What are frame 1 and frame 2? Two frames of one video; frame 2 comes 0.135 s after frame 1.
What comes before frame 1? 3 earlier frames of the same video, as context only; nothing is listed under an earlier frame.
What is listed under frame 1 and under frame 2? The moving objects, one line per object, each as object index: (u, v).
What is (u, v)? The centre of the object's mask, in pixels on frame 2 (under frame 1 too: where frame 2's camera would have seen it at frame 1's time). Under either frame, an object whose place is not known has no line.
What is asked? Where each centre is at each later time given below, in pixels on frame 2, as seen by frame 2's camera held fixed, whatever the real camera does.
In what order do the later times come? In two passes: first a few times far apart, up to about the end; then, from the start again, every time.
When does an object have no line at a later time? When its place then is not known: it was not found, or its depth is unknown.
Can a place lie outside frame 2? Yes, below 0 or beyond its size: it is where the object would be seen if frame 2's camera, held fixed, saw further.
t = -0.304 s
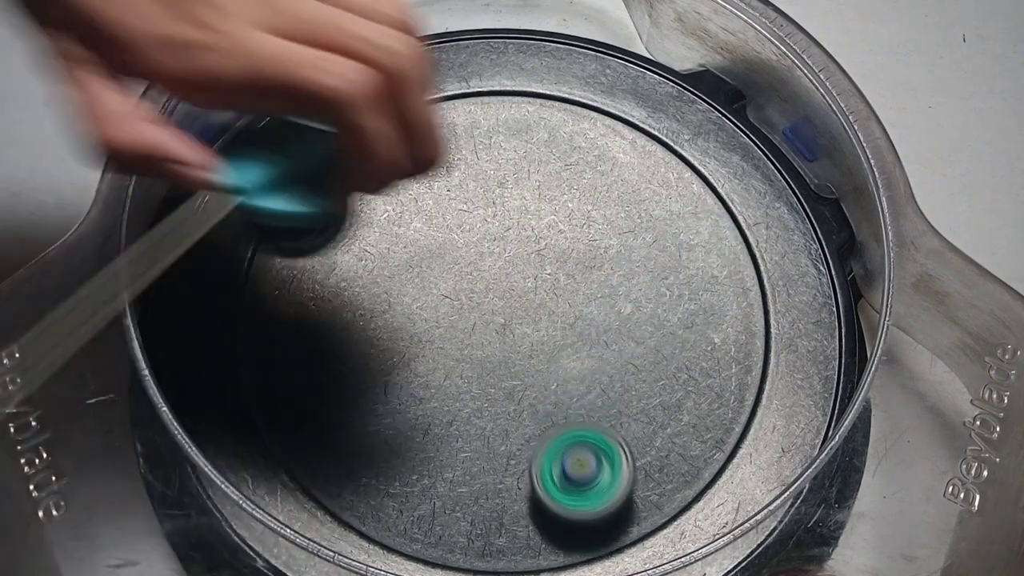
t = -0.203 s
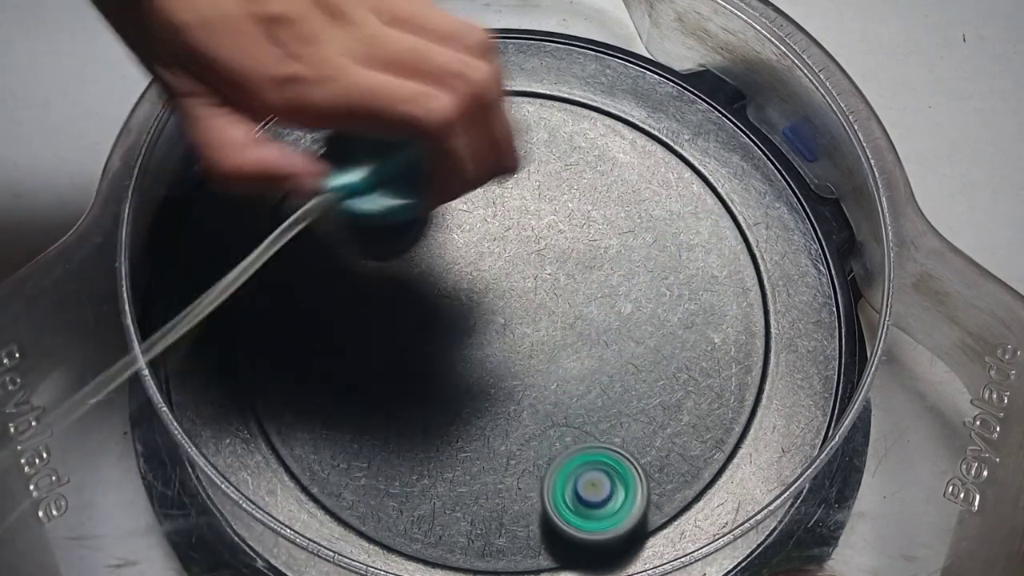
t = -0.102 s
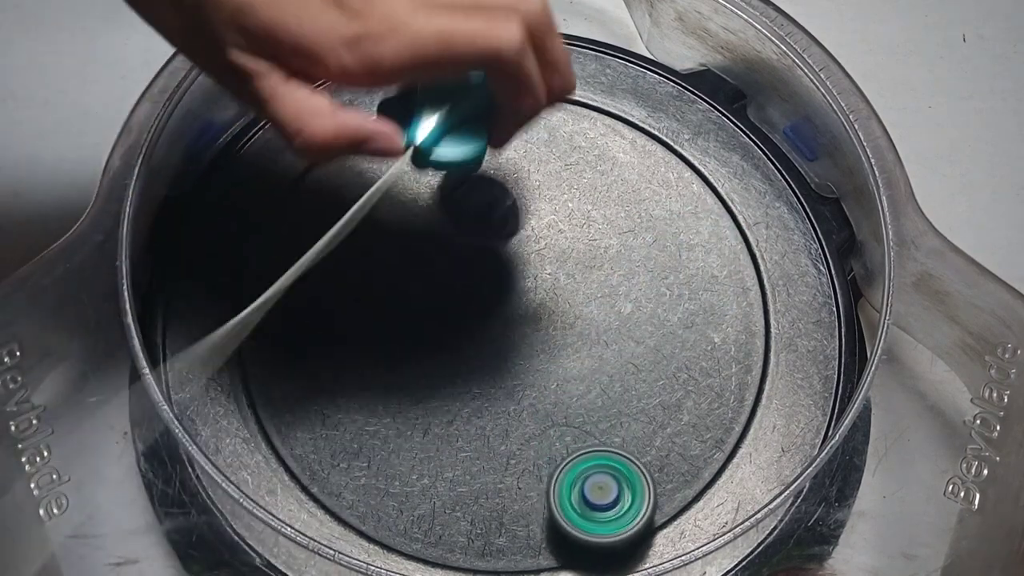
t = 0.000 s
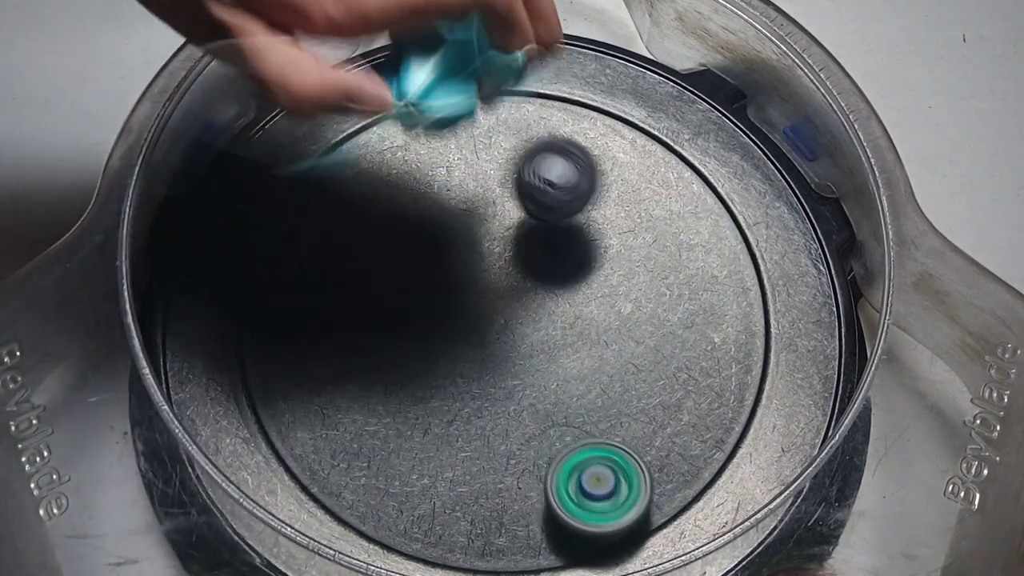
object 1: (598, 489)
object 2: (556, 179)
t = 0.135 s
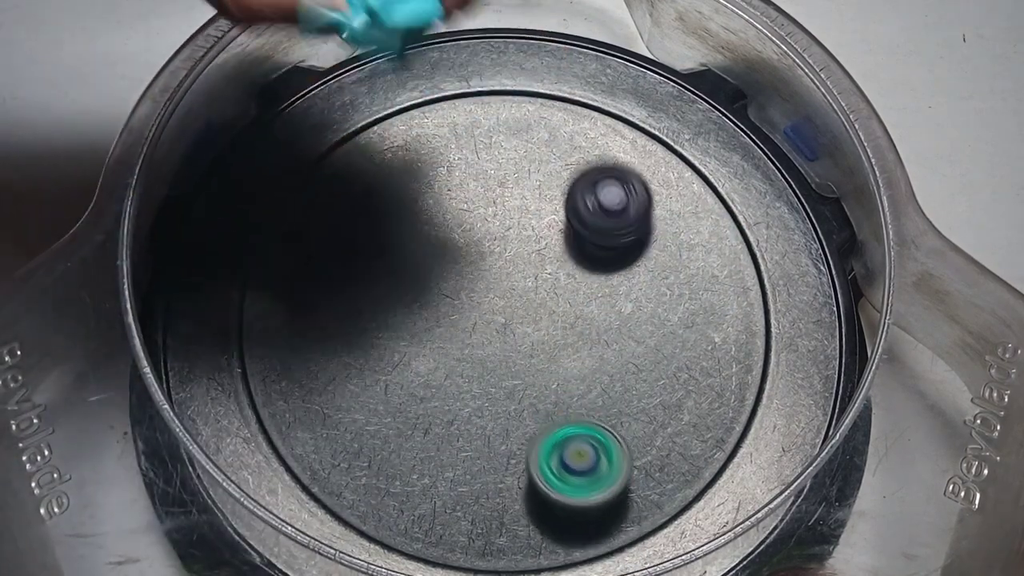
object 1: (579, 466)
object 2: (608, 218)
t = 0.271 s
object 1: (546, 436)
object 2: (602, 232)
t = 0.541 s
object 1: (403, 370)
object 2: (561, 228)
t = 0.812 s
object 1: (307, 391)
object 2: (541, 250)
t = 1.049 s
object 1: (341, 389)
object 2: (539, 283)
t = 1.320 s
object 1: (399, 314)
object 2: (548, 327)
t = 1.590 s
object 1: (401, 170)
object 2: (558, 352)
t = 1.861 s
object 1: (355, 149)
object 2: (553, 360)
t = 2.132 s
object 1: (398, 192)
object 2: (536, 368)
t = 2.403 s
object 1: (517, 228)
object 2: (513, 368)
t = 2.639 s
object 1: (641, 187)
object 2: (487, 362)
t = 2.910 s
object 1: (639, 159)
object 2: (457, 354)
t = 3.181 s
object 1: (595, 207)
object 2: (440, 343)
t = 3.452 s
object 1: (581, 330)
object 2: (438, 328)
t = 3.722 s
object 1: (638, 416)
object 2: (444, 303)
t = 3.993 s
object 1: (637, 405)
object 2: (452, 281)
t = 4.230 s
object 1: (578, 387)
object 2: (463, 263)
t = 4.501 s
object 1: (476, 379)
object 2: (478, 251)
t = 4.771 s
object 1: (391, 386)
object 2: (498, 255)
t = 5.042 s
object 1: (377, 379)
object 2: (527, 265)
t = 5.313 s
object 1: (396, 339)
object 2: (551, 276)
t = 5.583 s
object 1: (424, 263)
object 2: (569, 291)
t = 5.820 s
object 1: (424, 191)
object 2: (572, 307)
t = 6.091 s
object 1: (425, 179)
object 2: (562, 333)
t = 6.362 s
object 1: (461, 201)
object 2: (547, 356)
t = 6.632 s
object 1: (539, 240)
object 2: (530, 371)
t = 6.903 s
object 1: (629, 244)
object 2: (509, 371)
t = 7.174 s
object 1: (637, 248)
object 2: (481, 359)
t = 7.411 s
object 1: (615, 273)
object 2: (458, 347)
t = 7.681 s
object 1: (564, 333)
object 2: (443, 332)
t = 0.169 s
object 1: (572, 459)
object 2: (612, 220)
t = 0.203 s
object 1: (564, 451)
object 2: (613, 224)
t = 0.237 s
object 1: (556, 444)
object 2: (610, 228)
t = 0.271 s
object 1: (546, 436)
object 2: (602, 232)
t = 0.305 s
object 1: (534, 427)
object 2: (593, 234)
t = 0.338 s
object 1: (519, 418)
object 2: (584, 235)
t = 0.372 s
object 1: (502, 411)
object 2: (577, 235)
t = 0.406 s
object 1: (485, 402)
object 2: (572, 234)
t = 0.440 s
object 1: (466, 392)
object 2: (569, 231)
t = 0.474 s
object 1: (446, 384)
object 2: (567, 229)
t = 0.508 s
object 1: (424, 376)
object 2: (564, 228)
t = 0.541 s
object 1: (403, 370)
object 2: (561, 228)
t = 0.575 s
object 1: (381, 369)
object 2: (558, 228)
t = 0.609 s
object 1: (362, 368)
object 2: (555, 229)
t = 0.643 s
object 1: (345, 369)
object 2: (552, 231)
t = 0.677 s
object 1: (330, 371)
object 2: (549, 233)
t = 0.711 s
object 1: (319, 376)
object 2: (546, 236)
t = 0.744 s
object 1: (311, 382)
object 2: (544, 240)
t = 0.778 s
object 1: (309, 386)
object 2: (543, 245)
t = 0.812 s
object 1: (307, 391)
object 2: (541, 250)
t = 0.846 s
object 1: (309, 394)
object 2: (540, 254)
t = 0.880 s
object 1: (311, 396)
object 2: (540, 259)
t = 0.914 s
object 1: (315, 398)
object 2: (540, 264)
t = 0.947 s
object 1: (321, 398)
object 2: (540, 268)
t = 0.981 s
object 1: (328, 396)
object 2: (540, 273)
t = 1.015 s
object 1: (333, 394)
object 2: (539, 278)
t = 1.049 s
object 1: (341, 389)
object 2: (539, 283)
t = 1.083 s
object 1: (348, 384)
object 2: (540, 289)
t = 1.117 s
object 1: (356, 377)
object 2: (540, 294)
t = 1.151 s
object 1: (363, 369)
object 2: (541, 299)
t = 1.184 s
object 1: (370, 361)
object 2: (542, 305)
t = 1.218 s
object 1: (377, 353)
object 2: (543, 310)
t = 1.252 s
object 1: (384, 342)
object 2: (544, 316)
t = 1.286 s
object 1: (392, 329)
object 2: (546, 322)
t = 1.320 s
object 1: (399, 314)
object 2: (548, 327)
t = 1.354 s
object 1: (406, 298)
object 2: (549, 333)
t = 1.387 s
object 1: (412, 280)
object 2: (551, 337)
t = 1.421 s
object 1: (416, 261)
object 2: (553, 341)
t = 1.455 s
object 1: (418, 242)
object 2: (555, 344)
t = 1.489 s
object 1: (419, 222)
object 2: (556, 347)
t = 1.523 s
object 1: (416, 203)
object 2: (557, 349)
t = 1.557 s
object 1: (409, 184)
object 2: (558, 351)
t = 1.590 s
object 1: (401, 170)
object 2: (558, 352)
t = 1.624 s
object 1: (391, 159)
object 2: (558, 353)
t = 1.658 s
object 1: (381, 154)
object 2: (558, 354)
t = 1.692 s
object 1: (374, 148)
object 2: (558, 355)
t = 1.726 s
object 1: (367, 144)
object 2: (557, 356)
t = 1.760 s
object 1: (363, 144)
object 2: (556, 358)
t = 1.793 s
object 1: (359, 144)
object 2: (555, 358)
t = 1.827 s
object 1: (357, 146)
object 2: (554, 359)
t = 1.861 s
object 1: (355, 149)
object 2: (553, 360)
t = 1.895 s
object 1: (355, 154)
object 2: (551, 361)
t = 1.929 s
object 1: (358, 157)
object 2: (549, 362)
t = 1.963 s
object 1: (363, 162)
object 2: (547, 363)
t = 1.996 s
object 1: (367, 168)
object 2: (545, 365)
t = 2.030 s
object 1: (373, 172)
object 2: (543, 366)
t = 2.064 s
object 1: (380, 180)
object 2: (540, 367)
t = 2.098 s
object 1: (388, 186)
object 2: (538, 368)
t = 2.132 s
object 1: (398, 192)
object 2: (536, 368)
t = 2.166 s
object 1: (407, 198)
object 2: (534, 369)
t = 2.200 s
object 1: (417, 204)
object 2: (531, 369)
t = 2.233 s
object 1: (427, 208)
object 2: (528, 370)
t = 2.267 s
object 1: (441, 214)
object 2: (526, 370)
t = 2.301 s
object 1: (456, 219)
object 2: (523, 370)
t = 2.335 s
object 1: (474, 222)
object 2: (520, 370)
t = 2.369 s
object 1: (495, 226)
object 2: (517, 369)
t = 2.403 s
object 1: (517, 228)
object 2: (513, 368)
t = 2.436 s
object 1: (539, 229)
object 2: (510, 368)
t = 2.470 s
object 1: (560, 227)
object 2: (506, 368)
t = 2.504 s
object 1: (581, 223)
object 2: (503, 367)
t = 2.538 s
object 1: (601, 217)
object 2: (499, 366)
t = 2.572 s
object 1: (617, 208)
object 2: (496, 365)
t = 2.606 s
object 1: (630, 198)
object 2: (492, 363)
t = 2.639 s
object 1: (641, 187)
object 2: (487, 362)
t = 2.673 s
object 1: (646, 177)
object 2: (483, 361)
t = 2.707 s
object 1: (648, 170)
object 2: (479, 360)
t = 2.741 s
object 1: (648, 166)
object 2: (475, 359)
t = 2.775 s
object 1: (648, 162)
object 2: (471, 358)
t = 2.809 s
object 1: (646, 159)
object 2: (468, 357)
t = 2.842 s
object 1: (644, 158)
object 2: (464, 356)
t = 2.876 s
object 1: (642, 158)
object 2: (461, 355)
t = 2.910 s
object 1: (639, 159)
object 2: (457, 354)
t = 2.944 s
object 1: (635, 160)
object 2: (454, 352)
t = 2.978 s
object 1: (629, 163)
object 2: (451, 351)
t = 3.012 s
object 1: (623, 168)
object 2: (449, 350)
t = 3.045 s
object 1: (617, 173)
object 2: (447, 349)
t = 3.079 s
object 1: (612, 181)
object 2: (445, 347)
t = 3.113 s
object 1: (606, 189)
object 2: (443, 346)
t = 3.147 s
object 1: (600, 198)
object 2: (442, 344)
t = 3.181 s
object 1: (595, 207)
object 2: (440, 343)
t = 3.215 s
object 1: (591, 218)
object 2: (439, 341)
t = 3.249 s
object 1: (587, 229)
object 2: (438, 339)
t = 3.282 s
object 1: (583, 242)
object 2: (437, 337)
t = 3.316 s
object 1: (580, 257)
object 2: (437, 336)
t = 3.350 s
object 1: (579, 274)
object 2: (437, 334)
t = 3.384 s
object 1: (578, 292)
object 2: (437, 333)
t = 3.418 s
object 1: (579, 311)
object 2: (438, 330)
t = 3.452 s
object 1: (581, 330)
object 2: (438, 328)
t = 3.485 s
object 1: (586, 350)
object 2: (439, 325)
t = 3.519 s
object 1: (591, 367)
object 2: (439, 322)
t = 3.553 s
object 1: (598, 382)
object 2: (440, 319)
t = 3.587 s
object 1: (606, 395)
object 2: (441, 316)
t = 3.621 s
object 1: (617, 405)
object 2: (442, 313)
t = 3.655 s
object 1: (626, 411)
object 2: (442, 310)
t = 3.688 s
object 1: (633, 414)
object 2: (443, 306)
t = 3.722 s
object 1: (638, 416)
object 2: (444, 303)
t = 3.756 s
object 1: (643, 417)
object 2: (445, 300)
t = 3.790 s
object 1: (646, 417)
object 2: (446, 297)
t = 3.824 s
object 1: (648, 416)
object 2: (447, 294)
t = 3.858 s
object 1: (649, 414)
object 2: (447, 291)
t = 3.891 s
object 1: (649, 413)
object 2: (448, 289)
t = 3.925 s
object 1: (646, 411)
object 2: (449, 286)
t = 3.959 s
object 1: (642, 408)
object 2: (451, 284)
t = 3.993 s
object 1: (637, 405)
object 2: (452, 281)
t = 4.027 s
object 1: (630, 402)
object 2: (454, 278)
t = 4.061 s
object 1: (623, 399)
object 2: (455, 275)
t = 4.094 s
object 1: (615, 397)
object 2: (457, 273)
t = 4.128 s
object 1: (605, 394)
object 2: (458, 270)
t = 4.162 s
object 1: (597, 392)
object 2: (460, 268)
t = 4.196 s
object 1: (588, 389)
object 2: (462, 266)
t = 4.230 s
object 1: (578, 387)
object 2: (463, 263)
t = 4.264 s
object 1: (566, 385)
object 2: (465, 261)
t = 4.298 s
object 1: (556, 384)
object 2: (467, 259)
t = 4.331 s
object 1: (544, 383)
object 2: (469, 257)
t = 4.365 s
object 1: (531, 382)
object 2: (471, 256)
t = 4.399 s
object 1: (518, 381)
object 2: (473, 254)
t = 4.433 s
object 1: (505, 380)
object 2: (475, 252)
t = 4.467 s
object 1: (491, 379)
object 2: (476, 252)
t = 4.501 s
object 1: (476, 379)
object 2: (478, 251)
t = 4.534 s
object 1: (461, 378)
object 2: (479, 251)
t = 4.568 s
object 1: (447, 378)
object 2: (481, 251)
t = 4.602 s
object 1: (433, 378)
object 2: (483, 251)
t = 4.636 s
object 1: (422, 378)
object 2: (485, 251)
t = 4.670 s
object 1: (412, 379)
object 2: (488, 251)
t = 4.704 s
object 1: (403, 383)
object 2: (491, 252)
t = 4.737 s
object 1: (396, 385)
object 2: (494, 254)
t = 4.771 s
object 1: (391, 386)
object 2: (498, 255)
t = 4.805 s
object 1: (387, 388)
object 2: (501, 256)
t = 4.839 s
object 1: (384, 389)
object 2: (505, 258)
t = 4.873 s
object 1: (381, 389)
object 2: (509, 259)
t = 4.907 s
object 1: (380, 389)
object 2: (512, 260)
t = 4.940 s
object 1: (379, 387)
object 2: (516, 261)
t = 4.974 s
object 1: (378, 385)
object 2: (520, 263)
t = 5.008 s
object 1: (377, 383)
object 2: (524, 264)
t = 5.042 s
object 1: (377, 379)
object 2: (527, 265)
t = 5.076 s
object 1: (378, 376)
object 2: (531, 266)
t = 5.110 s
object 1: (379, 373)
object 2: (534, 267)
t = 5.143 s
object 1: (381, 367)
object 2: (537, 268)
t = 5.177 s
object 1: (384, 363)
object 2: (540, 269)
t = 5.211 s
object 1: (387, 357)
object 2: (543, 271)
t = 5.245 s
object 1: (390, 351)
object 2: (546, 273)
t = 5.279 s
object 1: (393, 346)
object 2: (549, 274)
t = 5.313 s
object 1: (396, 339)
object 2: (551, 276)
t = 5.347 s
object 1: (399, 332)
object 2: (554, 278)
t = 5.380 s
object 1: (403, 324)
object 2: (556, 279)
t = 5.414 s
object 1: (407, 316)
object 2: (558, 281)
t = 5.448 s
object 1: (411, 307)
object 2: (561, 283)
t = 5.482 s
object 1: (415, 297)
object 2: (563, 285)
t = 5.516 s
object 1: (419, 286)
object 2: (565, 287)
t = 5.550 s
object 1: (422, 274)
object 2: (567, 289)
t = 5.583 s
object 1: (424, 263)
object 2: (569, 291)
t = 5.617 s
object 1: (427, 249)
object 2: (570, 293)
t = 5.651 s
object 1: (429, 238)
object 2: (572, 296)
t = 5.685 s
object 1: (430, 225)
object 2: (573, 298)
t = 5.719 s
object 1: (430, 214)
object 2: (573, 300)
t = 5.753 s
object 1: (427, 204)
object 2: (573, 303)
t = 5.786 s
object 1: (425, 197)
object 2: (573, 305)
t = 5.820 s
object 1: (424, 191)
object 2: (572, 307)
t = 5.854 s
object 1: (422, 188)
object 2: (571, 310)
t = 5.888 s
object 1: (421, 185)
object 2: (570, 313)
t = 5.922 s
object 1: (421, 183)
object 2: (569, 316)
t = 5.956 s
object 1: (421, 182)
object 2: (567, 320)
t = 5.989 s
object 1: (421, 181)
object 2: (566, 323)
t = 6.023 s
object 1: (422, 180)
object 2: (564, 326)
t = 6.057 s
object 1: (423, 179)
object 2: (563, 329)
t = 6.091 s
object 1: (425, 179)
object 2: (562, 333)
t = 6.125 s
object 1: (428, 180)
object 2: (560, 336)
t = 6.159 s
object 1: (430, 183)
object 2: (559, 339)
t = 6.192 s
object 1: (434, 184)
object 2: (557, 342)
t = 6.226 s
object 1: (439, 188)
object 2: (555, 345)
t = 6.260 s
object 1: (443, 190)
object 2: (553, 348)
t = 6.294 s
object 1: (449, 194)
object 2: (551, 350)
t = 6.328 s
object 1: (454, 197)
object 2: (549, 353)
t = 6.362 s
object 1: (461, 201)
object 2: (547, 356)
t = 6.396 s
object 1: (467, 205)
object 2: (545, 359)
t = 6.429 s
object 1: (475, 210)
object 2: (543, 361)
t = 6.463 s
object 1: (483, 214)
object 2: (541, 363)
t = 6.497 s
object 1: (492, 220)
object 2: (539, 365)
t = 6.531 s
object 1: (502, 225)
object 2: (537, 367)
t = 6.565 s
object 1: (513, 230)
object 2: (534, 368)
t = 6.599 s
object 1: (525, 236)
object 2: (532, 370)
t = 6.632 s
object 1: (539, 240)
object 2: (530, 371)
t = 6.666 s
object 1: (552, 244)
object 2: (528, 372)
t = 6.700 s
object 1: (567, 247)
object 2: (525, 373)
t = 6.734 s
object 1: (581, 249)
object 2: (523, 373)
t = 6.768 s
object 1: (594, 249)
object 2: (521, 373)
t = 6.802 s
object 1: (607, 249)
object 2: (518, 373)
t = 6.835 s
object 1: (616, 247)
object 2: (515, 372)
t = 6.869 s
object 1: (623, 246)
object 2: (512, 372)
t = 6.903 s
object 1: (629, 244)
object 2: (509, 371)
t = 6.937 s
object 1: (632, 243)
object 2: (505, 370)
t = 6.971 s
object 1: (634, 242)
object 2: (502, 369)
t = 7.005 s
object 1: (636, 242)
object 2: (498, 367)
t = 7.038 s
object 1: (638, 243)
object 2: (495, 366)
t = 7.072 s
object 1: (639, 243)
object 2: (491, 364)
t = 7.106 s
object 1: (639, 244)
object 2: (488, 363)
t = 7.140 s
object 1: (638, 246)
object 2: (484, 361)
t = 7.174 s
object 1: (637, 248)
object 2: (481, 359)
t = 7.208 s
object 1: (636, 250)
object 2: (477, 357)
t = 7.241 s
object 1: (634, 253)
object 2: (474, 356)
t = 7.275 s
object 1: (631, 256)
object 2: (470, 354)
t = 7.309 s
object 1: (628, 259)
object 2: (467, 353)
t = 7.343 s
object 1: (624, 263)
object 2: (464, 351)
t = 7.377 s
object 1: (620, 268)
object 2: (461, 349)
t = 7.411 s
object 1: (615, 273)
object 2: (458, 347)
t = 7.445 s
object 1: (610, 278)
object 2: (456, 345)
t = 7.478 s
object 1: (606, 284)
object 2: (453, 344)
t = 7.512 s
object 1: (600, 290)
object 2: (451, 342)
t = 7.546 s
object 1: (594, 297)
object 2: (449, 340)
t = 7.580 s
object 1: (587, 305)
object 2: (448, 338)
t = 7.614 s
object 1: (579, 313)
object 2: (446, 337)
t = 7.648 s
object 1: (571, 323)
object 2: (445, 334)
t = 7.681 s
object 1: (564, 333)
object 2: (443, 332)
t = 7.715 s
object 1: (556, 344)
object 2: (442, 330)
